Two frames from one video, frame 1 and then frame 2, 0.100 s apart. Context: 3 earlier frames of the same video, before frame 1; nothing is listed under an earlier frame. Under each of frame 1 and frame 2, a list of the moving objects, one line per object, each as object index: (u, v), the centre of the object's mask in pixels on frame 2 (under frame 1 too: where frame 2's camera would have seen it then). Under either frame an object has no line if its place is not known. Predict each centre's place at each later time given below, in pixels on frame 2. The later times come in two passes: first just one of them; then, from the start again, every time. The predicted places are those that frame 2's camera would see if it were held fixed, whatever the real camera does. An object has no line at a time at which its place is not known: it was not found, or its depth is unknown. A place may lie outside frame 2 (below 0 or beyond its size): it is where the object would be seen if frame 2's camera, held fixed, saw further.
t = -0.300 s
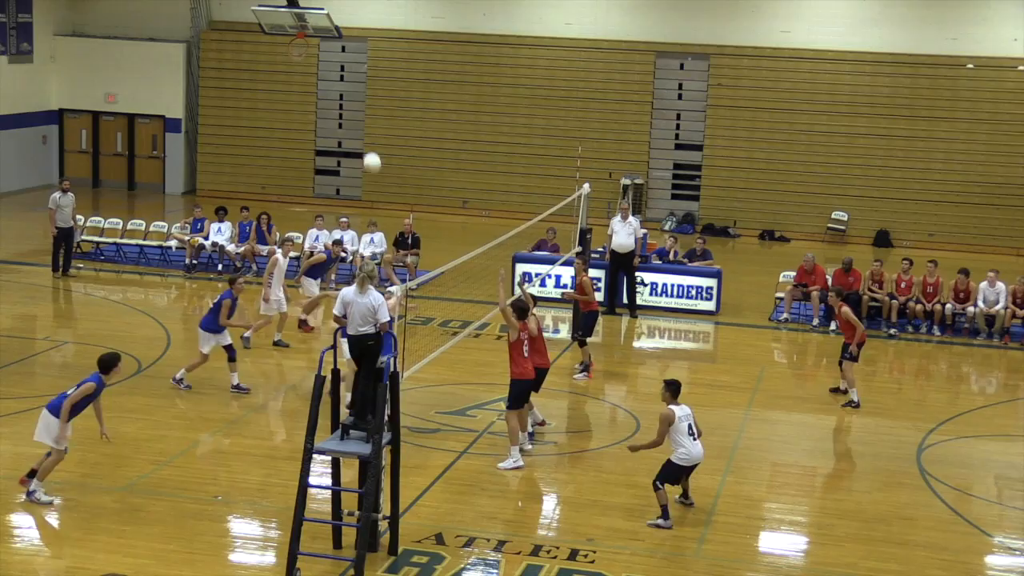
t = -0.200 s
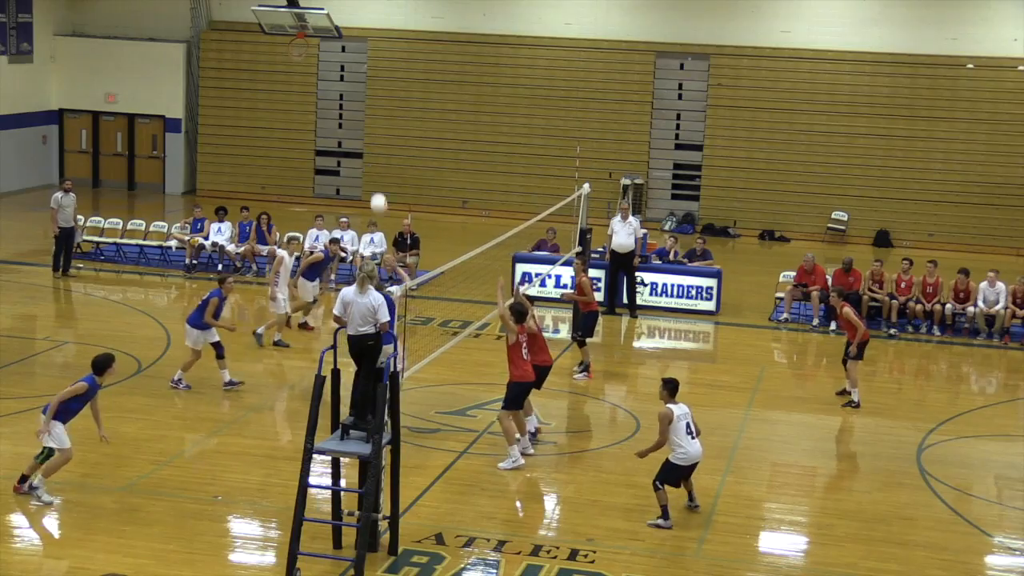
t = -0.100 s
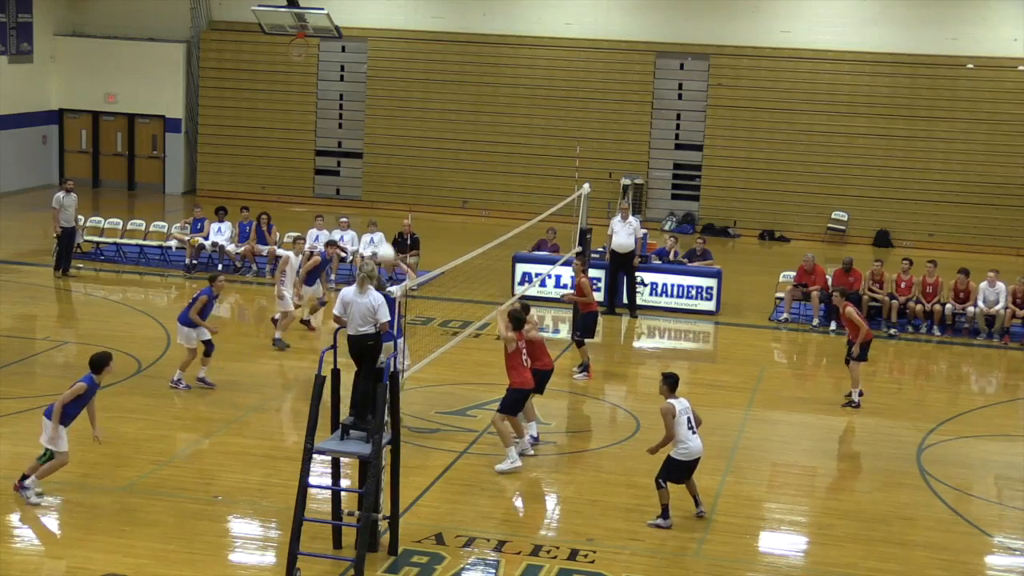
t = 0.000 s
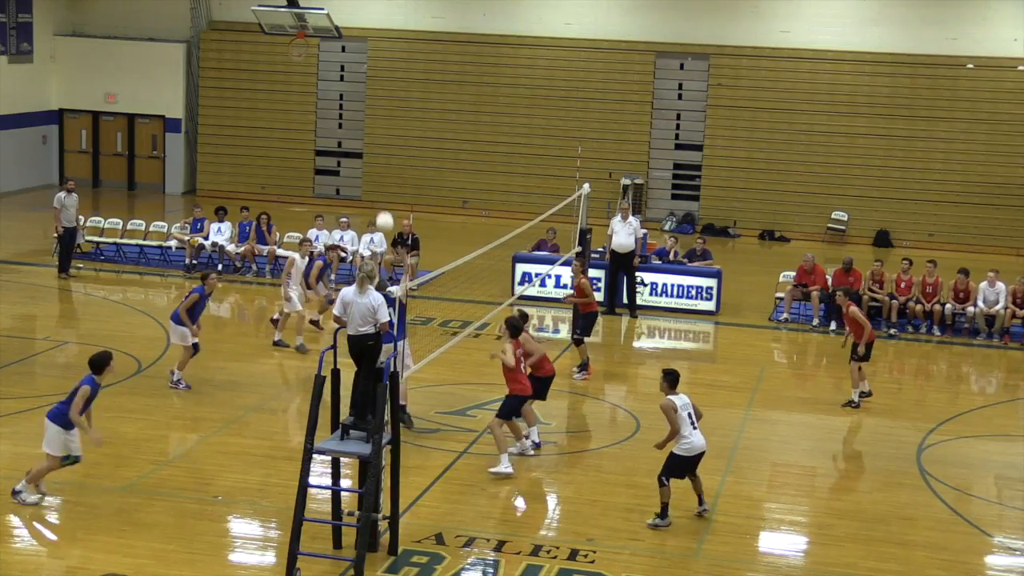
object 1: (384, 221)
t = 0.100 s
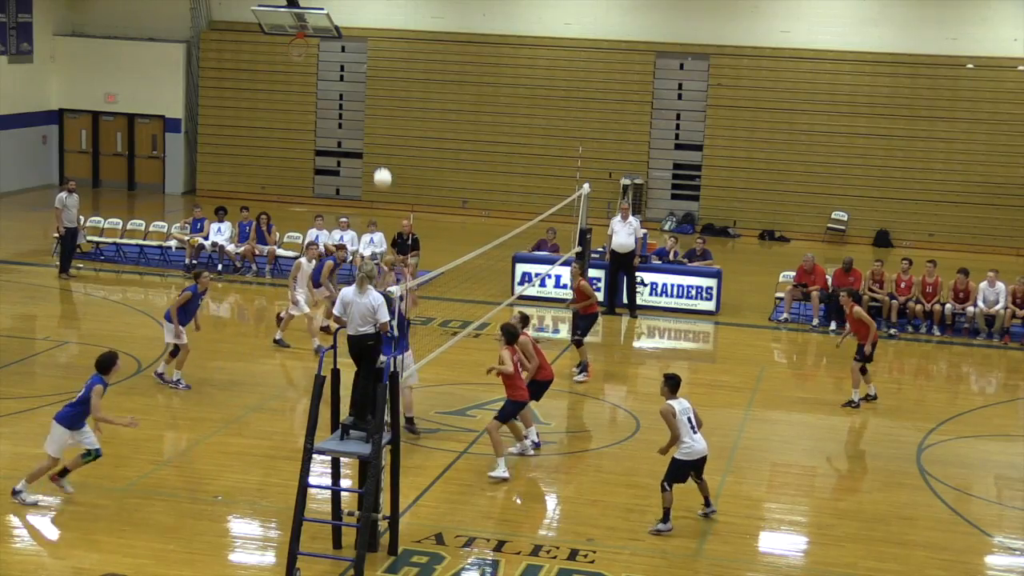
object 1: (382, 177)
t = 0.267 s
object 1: (378, 123)
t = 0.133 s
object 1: (382, 165)
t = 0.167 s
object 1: (381, 153)
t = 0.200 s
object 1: (380, 142)
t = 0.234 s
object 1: (379, 131)
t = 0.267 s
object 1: (378, 123)
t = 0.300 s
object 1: (377, 114)
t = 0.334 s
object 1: (375, 107)
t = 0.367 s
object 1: (374, 100)
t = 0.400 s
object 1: (373, 95)
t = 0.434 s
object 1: (372, 91)
